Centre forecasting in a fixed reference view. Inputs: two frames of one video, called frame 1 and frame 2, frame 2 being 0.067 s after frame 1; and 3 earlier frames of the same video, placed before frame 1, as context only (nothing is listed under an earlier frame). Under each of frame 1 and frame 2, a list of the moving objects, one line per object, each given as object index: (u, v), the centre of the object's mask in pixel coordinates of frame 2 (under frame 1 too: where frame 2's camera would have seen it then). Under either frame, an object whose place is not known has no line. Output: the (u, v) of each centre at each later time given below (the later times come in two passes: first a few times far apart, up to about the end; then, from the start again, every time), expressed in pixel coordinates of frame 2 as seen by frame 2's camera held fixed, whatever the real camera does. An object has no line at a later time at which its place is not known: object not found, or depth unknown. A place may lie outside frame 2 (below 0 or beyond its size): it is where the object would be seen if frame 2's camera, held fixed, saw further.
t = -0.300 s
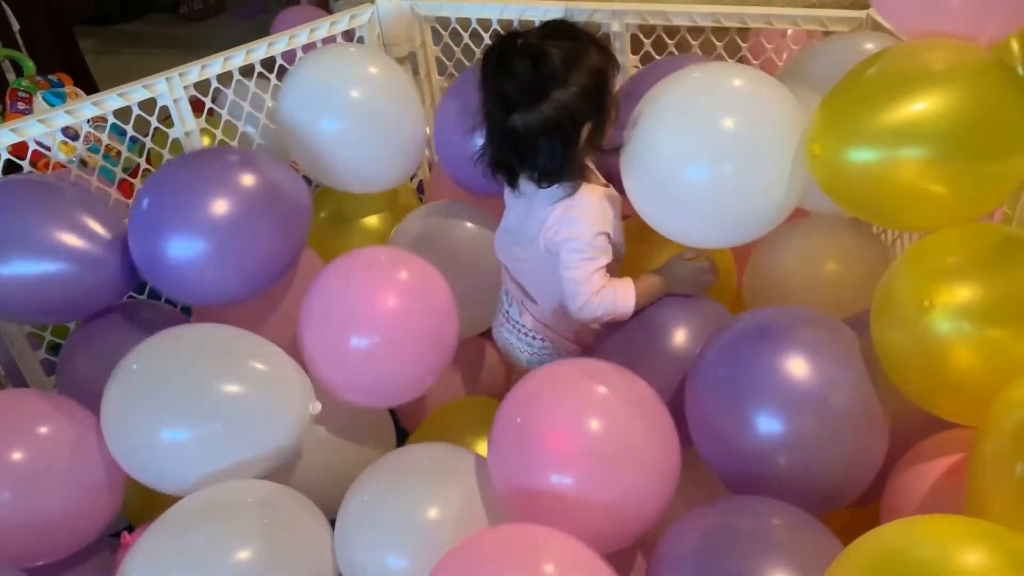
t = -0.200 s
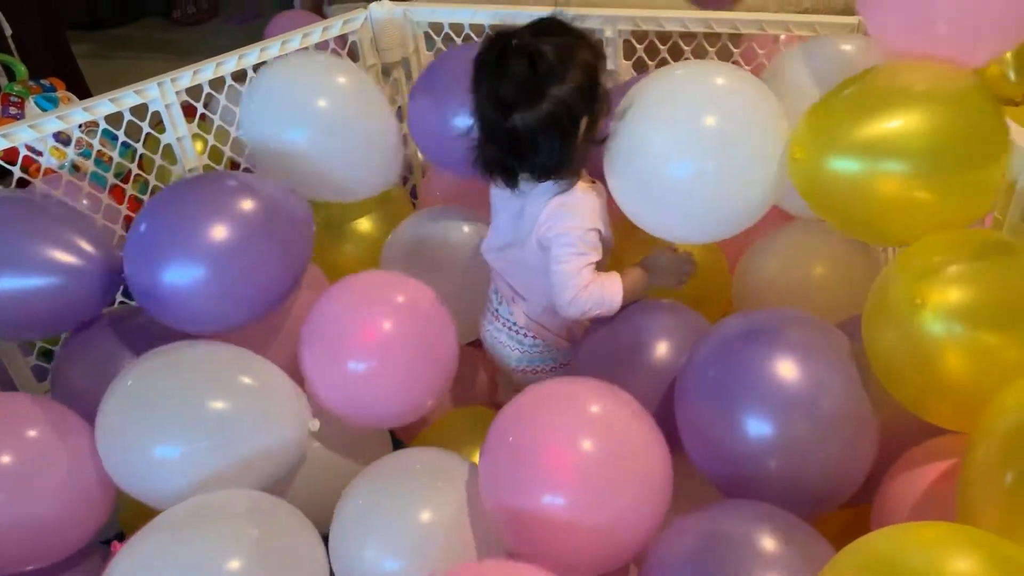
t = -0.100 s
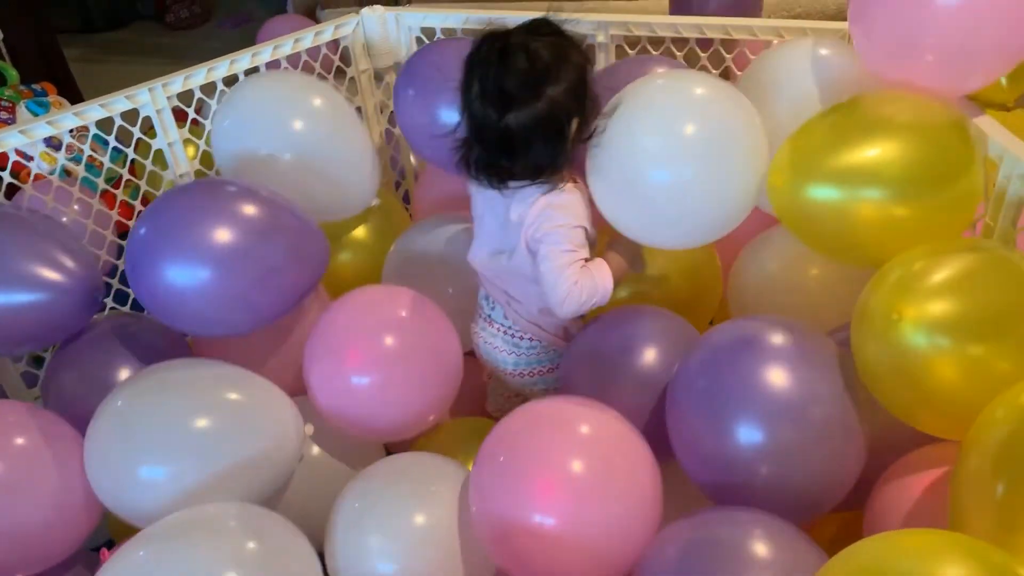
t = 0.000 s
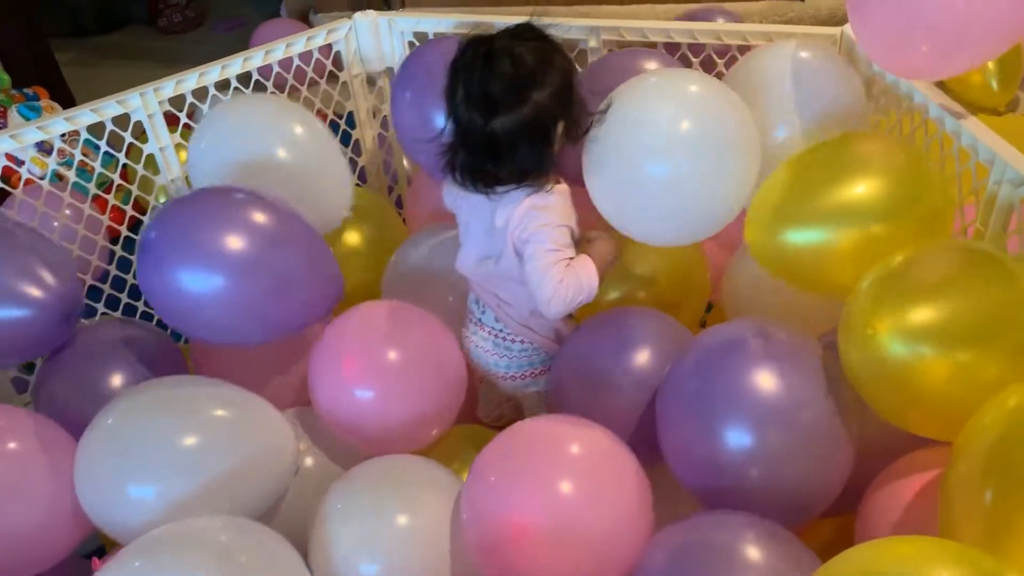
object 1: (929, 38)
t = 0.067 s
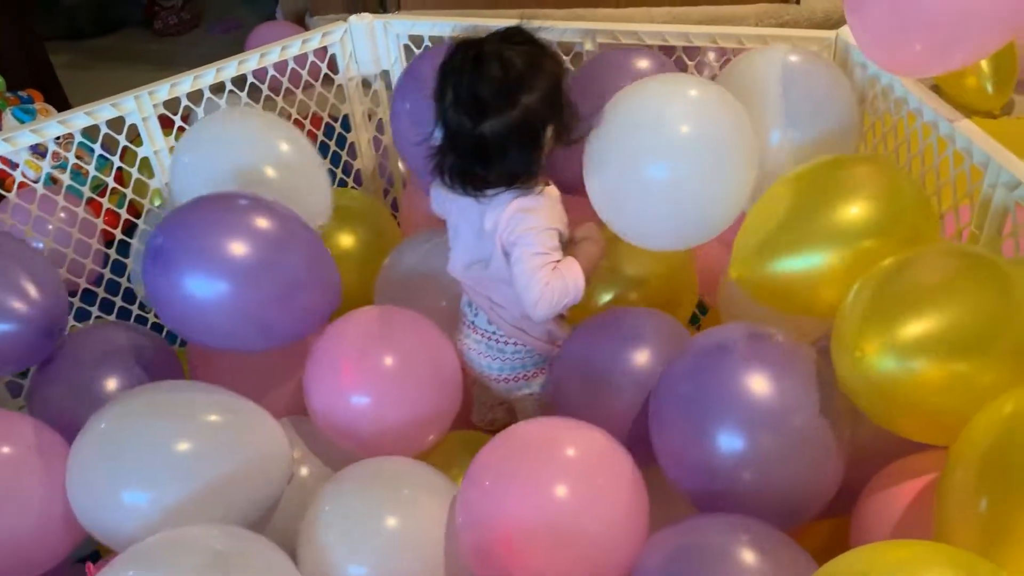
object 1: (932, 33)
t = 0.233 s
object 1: (936, 34)
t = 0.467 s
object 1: (924, 35)
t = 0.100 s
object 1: (933, 31)
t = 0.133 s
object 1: (934, 30)
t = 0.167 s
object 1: (935, 31)
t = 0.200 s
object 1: (935, 32)
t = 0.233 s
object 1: (936, 34)
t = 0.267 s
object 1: (936, 37)
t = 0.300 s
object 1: (936, 41)
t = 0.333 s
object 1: (936, 46)
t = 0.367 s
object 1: (935, 48)
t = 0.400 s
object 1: (932, 42)
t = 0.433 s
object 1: (928, 38)
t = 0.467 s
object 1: (924, 35)
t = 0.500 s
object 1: (920, 33)
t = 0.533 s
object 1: (915, 31)
